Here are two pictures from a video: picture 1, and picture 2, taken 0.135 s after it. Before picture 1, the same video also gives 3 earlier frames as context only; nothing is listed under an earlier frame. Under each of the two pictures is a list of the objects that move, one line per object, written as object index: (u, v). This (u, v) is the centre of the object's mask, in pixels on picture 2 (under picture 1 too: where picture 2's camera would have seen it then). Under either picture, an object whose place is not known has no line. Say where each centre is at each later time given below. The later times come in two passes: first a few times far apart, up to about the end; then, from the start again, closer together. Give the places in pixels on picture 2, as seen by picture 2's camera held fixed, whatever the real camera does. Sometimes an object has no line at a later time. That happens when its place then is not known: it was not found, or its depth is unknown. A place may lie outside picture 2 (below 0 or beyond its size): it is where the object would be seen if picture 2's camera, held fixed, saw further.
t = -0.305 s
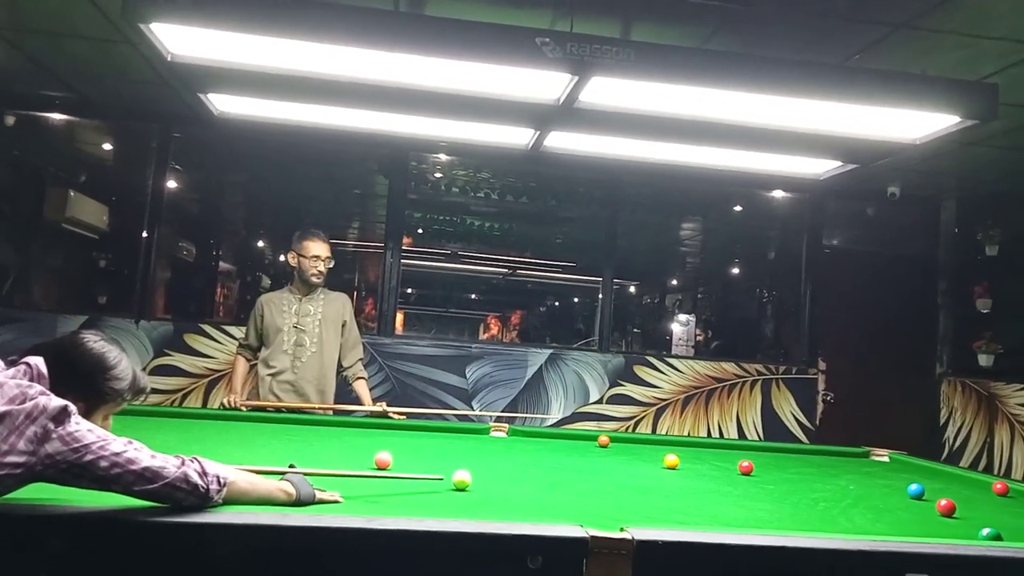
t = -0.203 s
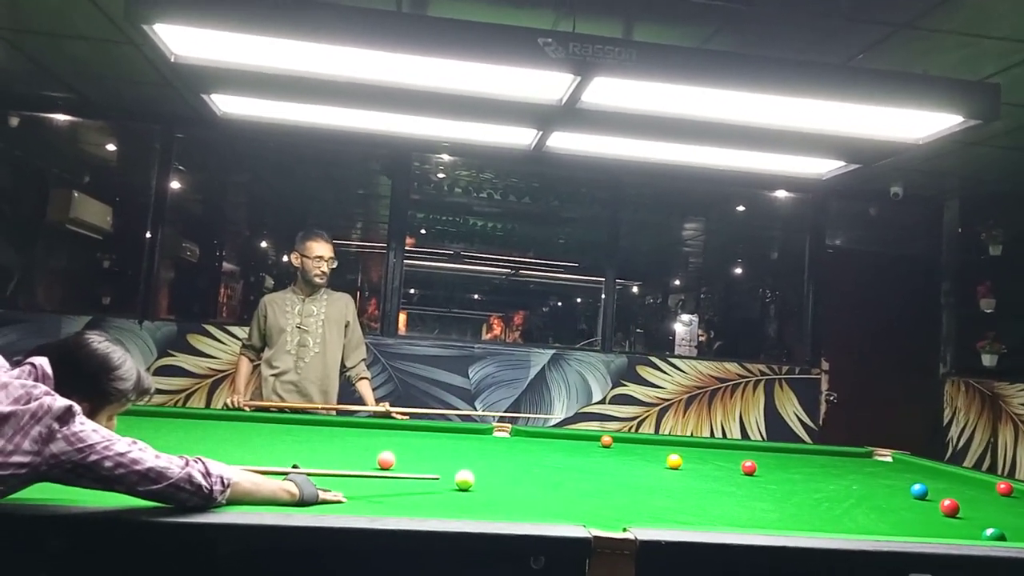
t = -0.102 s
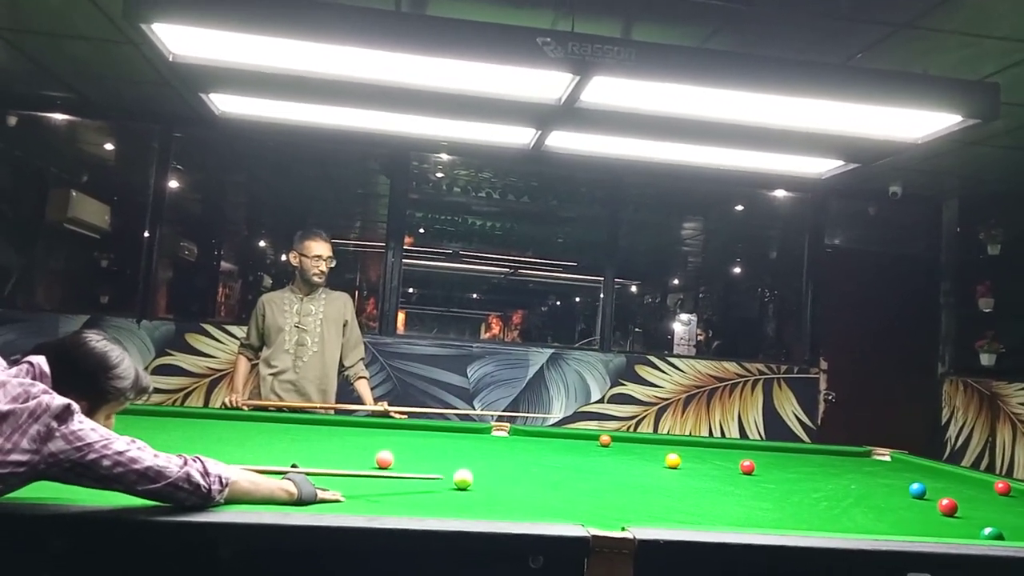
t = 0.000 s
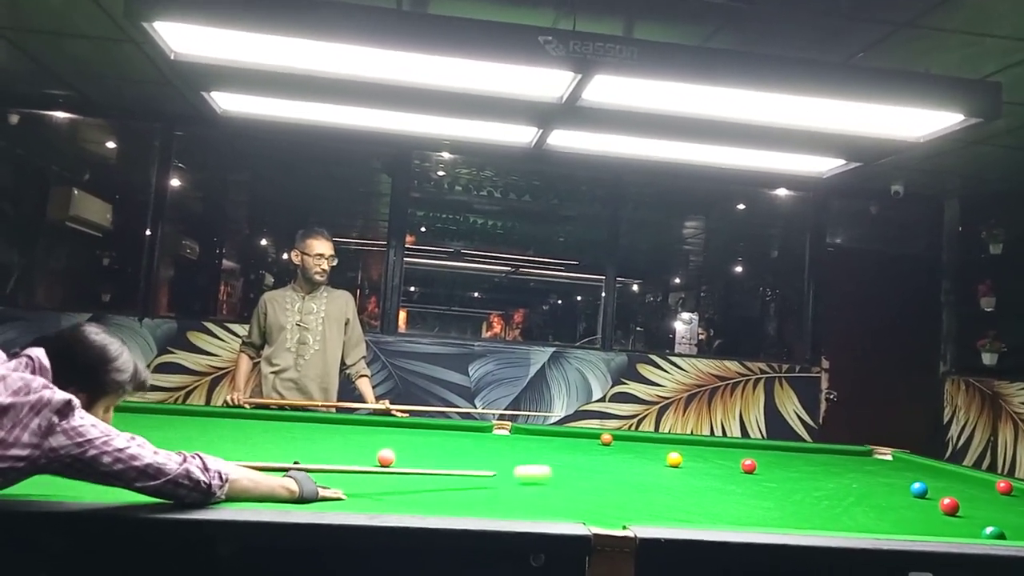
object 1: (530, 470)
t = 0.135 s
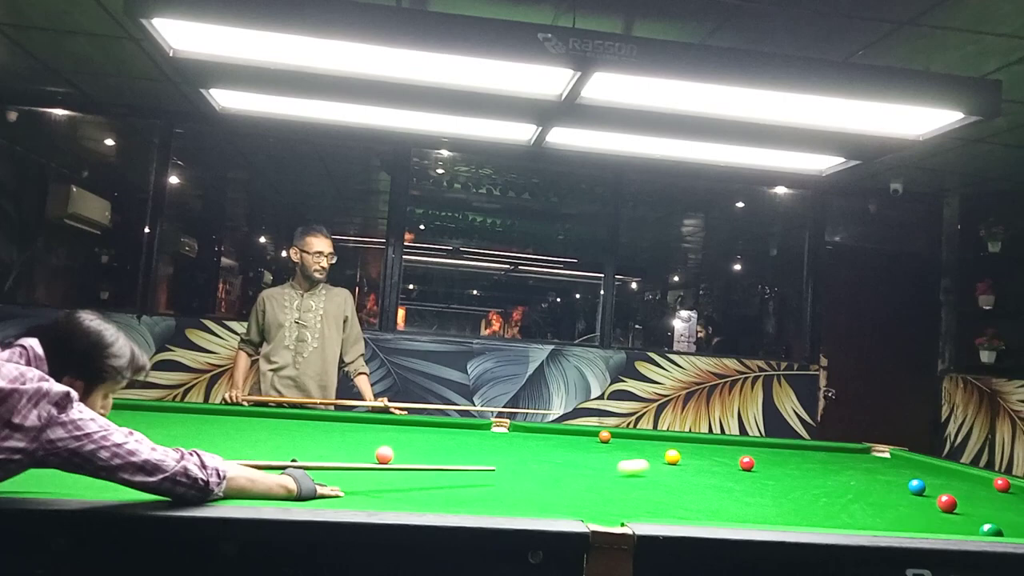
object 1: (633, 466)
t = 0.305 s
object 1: (727, 464)
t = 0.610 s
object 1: (781, 467)
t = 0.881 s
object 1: (833, 469)
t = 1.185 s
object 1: (886, 472)
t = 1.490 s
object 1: (936, 474)
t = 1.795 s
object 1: (972, 475)
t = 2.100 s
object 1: (940, 473)
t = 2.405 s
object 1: (911, 471)
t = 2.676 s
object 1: (888, 470)
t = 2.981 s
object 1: (863, 468)
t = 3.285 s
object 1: (841, 466)
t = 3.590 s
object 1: (822, 465)
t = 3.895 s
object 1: (805, 464)
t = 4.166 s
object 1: (791, 463)
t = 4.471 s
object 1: (778, 462)
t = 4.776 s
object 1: (768, 461)
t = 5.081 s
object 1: (759, 460)
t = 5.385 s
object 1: (752, 460)
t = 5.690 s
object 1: (748, 460)
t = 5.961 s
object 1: (746, 459)
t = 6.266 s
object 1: (746, 459)
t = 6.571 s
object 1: (746, 459)
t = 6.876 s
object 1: (746, 459)
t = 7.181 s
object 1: (746, 459)
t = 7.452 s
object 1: (746, 459)
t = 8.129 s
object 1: (746, 460)
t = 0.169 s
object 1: (654, 466)
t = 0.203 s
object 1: (675, 465)
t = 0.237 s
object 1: (694, 465)
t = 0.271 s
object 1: (711, 464)
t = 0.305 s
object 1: (727, 464)
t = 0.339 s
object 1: (740, 464)
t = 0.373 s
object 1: (744, 464)
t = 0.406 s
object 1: (748, 465)
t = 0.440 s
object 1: (753, 465)
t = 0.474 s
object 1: (758, 466)
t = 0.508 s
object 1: (763, 466)
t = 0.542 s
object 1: (769, 466)
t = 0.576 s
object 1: (775, 467)
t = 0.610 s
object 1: (781, 467)
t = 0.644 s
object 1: (788, 467)
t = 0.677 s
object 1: (794, 468)
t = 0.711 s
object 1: (801, 468)
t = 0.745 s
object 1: (807, 468)
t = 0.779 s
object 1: (814, 468)
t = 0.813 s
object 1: (820, 469)
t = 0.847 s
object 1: (826, 469)
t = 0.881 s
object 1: (833, 469)
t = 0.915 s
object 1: (839, 469)
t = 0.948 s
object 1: (845, 470)
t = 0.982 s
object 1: (851, 470)
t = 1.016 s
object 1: (857, 470)
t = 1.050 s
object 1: (863, 470)
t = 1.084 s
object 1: (869, 471)
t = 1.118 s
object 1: (875, 471)
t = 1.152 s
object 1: (881, 471)
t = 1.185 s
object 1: (886, 472)
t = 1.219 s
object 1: (892, 472)
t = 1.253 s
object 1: (897, 472)
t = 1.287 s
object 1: (903, 472)
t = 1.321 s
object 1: (908, 472)
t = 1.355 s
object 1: (914, 472)
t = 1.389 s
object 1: (920, 473)
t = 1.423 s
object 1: (925, 473)
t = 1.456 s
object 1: (930, 473)
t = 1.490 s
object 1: (936, 474)
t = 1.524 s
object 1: (941, 474)
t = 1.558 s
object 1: (946, 474)
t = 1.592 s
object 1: (951, 474)
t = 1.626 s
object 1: (957, 475)
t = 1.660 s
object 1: (962, 475)
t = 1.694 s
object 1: (967, 475)
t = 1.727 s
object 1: (972, 475)
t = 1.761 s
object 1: (976, 476)
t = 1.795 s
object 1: (972, 475)
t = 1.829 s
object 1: (968, 475)
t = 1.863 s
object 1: (964, 475)
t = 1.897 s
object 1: (961, 475)
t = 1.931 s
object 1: (957, 474)
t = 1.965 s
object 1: (953, 474)
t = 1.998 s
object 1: (950, 474)
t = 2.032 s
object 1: (947, 474)
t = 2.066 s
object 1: (944, 473)
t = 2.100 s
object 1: (940, 473)
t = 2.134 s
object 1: (937, 473)
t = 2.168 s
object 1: (933, 473)
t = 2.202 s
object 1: (930, 473)
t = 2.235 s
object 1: (927, 473)
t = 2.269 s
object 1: (924, 472)
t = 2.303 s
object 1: (921, 472)
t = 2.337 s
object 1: (918, 472)
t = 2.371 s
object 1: (915, 472)
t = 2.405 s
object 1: (911, 471)
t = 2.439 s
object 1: (908, 471)
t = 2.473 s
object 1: (905, 471)
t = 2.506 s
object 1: (901, 470)
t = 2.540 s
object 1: (898, 470)
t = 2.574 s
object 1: (896, 470)
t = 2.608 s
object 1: (893, 470)
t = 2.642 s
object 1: (891, 470)
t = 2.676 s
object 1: (888, 470)
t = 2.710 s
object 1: (884, 469)
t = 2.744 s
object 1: (882, 469)
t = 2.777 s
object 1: (879, 469)
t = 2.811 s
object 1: (876, 468)
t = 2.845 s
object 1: (874, 468)
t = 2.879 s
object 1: (871, 468)
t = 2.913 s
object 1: (868, 468)
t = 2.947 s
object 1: (866, 468)
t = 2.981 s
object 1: (863, 468)
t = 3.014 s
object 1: (861, 468)
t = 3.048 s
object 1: (858, 467)
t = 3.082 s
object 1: (855, 467)
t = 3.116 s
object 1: (853, 467)
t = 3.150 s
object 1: (850, 466)
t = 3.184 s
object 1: (848, 466)
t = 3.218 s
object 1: (846, 466)
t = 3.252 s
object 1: (844, 466)
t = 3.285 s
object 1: (841, 466)
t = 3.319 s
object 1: (839, 466)
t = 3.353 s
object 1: (837, 466)
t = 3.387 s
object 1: (834, 465)
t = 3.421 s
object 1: (832, 465)
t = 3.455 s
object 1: (830, 465)
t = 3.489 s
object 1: (828, 465)
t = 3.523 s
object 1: (826, 465)
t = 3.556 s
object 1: (824, 465)
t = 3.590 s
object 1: (822, 465)
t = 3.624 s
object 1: (820, 465)
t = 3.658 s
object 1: (818, 464)
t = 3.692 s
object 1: (816, 464)
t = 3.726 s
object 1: (814, 464)
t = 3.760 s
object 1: (812, 464)
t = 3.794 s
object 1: (810, 464)
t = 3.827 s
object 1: (809, 464)
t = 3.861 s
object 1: (807, 464)
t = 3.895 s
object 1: (805, 464)
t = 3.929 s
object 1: (803, 463)
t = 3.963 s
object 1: (801, 463)
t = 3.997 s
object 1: (800, 463)
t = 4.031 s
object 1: (798, 463)
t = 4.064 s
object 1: (796, 463)
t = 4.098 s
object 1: (795, 462)
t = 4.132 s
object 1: (793, 462)
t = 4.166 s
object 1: (791, 463)
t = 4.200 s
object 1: (790, 462)
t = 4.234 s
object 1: (788, 462)
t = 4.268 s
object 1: (787, 462)
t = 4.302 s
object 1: (786, 462)
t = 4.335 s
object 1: (784, 462)
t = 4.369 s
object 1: (783, 462)
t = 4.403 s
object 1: (781, 462)
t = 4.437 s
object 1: (780, 462)
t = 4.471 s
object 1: (778, 462)
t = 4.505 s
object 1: (777, 461)
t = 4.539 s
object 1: (776, 461)
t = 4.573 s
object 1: (774, 461)
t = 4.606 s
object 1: (773, 461)
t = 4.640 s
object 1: (772, 461)
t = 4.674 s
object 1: (771, 461)
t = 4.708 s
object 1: (770, 461)
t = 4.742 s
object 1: (769, 461)
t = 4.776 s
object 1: (768, 461)
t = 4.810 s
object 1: (766, 460)
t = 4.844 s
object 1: (766, 461)
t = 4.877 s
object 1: (764, 460)
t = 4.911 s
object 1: (763, 461)
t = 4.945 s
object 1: (763, 461)
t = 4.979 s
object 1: (762, 460)
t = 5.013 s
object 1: (761, 460)
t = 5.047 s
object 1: (760, 460)
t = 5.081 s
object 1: (759, 460)
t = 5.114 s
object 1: (758, 460)
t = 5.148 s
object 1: (757, 460)
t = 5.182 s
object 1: (757, 460)
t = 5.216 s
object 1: (755, 460)
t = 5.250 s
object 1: (755, 460)
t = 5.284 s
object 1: (754, 460)
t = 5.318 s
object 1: (754, 460)
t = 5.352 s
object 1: (753, 460)
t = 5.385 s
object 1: (752, 460)
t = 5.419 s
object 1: (752, 460)
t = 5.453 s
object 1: (752, 460)
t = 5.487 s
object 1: (751, 460)
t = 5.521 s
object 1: (750, 460)
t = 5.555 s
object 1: (750, 460)
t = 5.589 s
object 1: (749, 460)
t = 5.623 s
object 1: (749, 460)
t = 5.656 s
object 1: (749, 460)
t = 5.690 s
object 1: (748, 460)
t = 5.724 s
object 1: (748, 460)
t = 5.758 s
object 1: (747, 459)
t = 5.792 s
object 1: (747, 459)
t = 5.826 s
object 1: (747, 459)
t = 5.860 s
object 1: (747, 459)
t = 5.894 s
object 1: (746, 459)
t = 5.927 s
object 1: (746, 459)
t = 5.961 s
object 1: (746, 459)
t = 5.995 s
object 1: (746, 459)
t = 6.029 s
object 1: (746, 459)
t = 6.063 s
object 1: (746, 459)
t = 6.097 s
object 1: (746, 459)
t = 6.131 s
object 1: (746, 459)
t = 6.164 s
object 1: (746, 459)
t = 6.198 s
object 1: (746, 459)
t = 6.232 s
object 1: (746, 459)
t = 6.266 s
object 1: (746, 459)
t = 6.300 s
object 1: (746, 459)
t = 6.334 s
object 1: (746, 459)
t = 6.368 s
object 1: (746, 459)
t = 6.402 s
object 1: (746, 459)
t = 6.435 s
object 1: (746, 459)
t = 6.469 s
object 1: (746, 459)
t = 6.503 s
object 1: (746, 459)
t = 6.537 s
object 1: (747, 460)
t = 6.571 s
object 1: (746, 459)
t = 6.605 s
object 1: (746, 459)
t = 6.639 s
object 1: (746, 459)
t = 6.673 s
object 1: (746, 459)
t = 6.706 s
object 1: (746, 459)
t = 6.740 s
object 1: (746, 459)
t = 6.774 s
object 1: (746, 459)
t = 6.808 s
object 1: (747, 459)
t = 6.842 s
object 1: (746, 459)
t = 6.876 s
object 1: (746, 459)
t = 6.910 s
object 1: (746, 459)
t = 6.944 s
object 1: (746, 459)
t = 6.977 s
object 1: (746, 459)
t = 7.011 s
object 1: (746, 459)
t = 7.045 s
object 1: (746, 459)
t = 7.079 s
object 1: (746, 459)
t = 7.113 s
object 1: (746, 459)
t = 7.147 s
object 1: (746, 459)
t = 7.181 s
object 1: (746, 459)
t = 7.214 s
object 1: (746, 459)
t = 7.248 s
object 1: (746, 459)
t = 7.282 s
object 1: (746, 459)
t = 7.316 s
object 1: (746, 459)
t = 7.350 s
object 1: (746, 459)
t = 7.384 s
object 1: (746, 459)
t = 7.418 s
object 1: (746, 459)
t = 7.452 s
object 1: (746, 459)
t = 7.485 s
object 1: (746, 459)
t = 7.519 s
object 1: (746, 459)
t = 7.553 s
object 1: (746, 459)
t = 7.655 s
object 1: (746, 459)
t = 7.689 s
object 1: (746, 459)
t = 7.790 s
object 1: (746, 460)
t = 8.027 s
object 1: (746, 460)
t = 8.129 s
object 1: (746, 460)
